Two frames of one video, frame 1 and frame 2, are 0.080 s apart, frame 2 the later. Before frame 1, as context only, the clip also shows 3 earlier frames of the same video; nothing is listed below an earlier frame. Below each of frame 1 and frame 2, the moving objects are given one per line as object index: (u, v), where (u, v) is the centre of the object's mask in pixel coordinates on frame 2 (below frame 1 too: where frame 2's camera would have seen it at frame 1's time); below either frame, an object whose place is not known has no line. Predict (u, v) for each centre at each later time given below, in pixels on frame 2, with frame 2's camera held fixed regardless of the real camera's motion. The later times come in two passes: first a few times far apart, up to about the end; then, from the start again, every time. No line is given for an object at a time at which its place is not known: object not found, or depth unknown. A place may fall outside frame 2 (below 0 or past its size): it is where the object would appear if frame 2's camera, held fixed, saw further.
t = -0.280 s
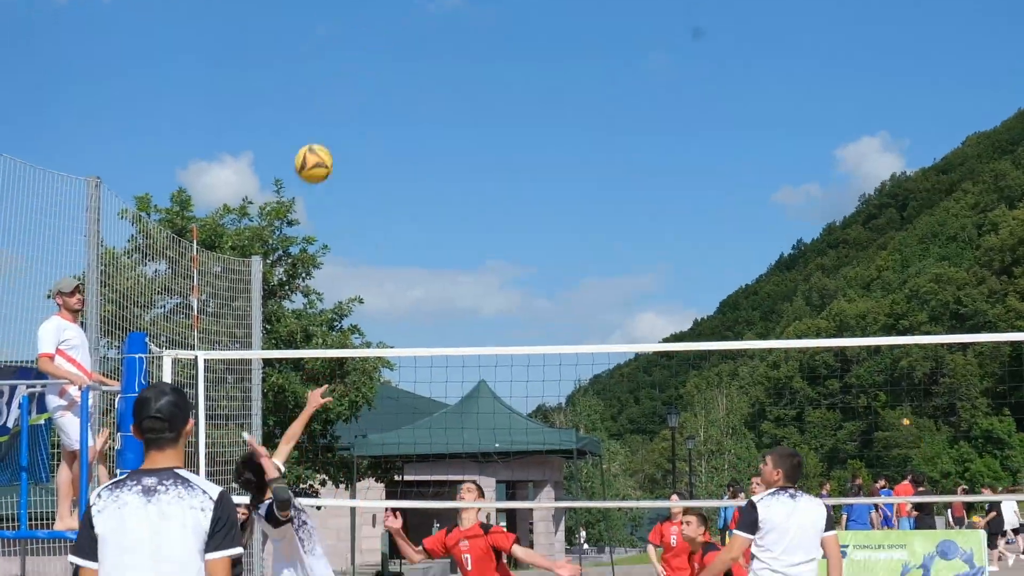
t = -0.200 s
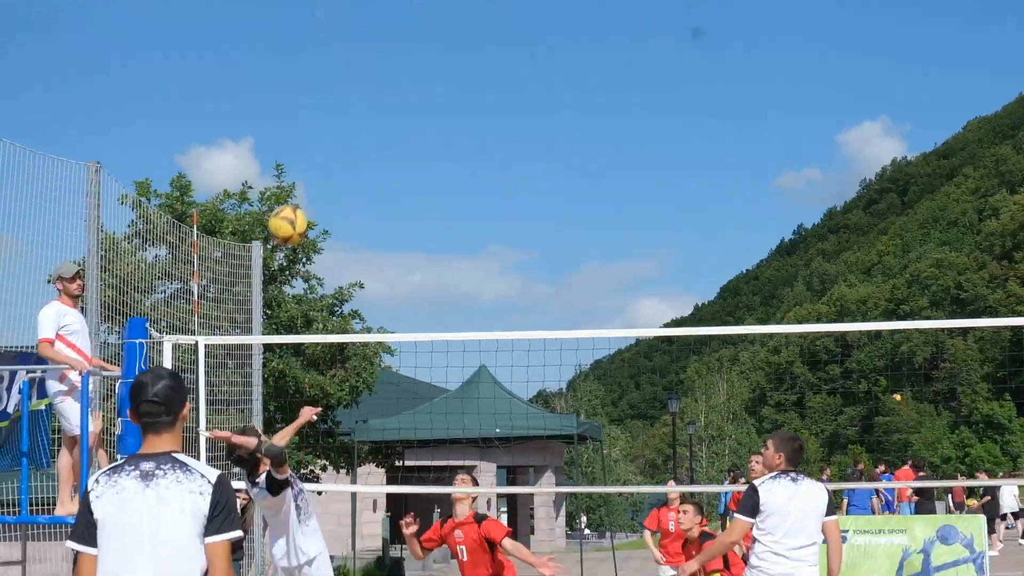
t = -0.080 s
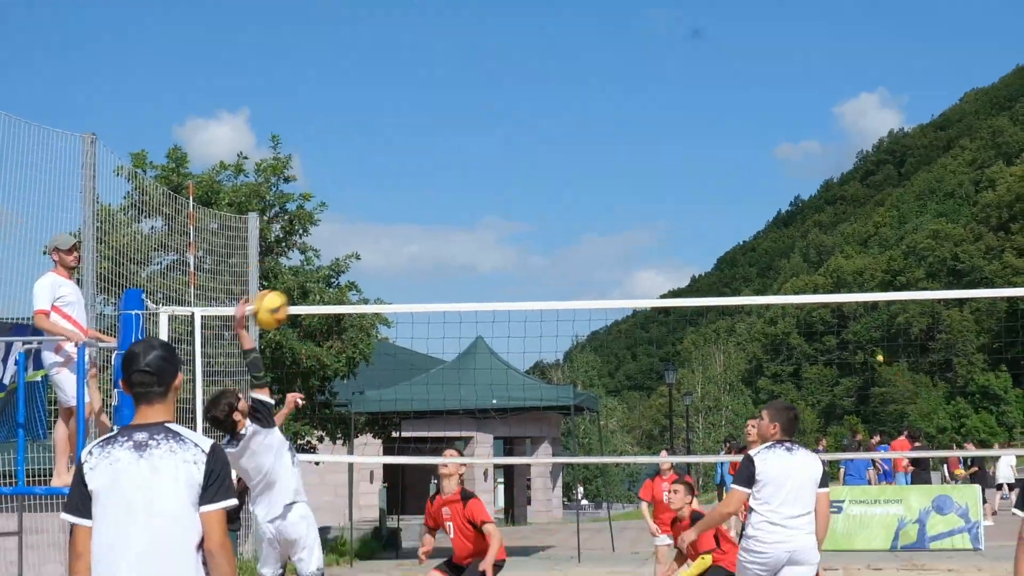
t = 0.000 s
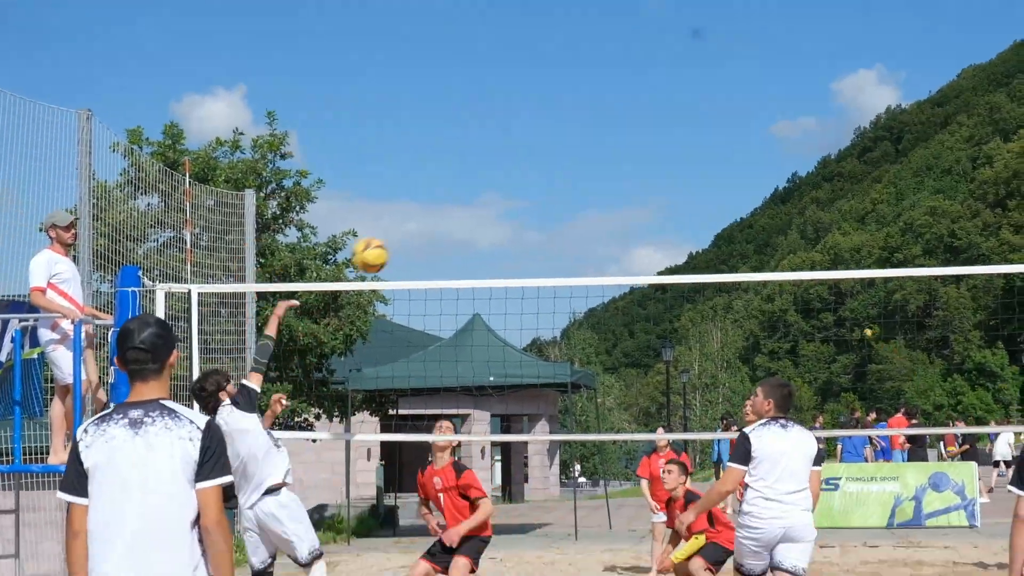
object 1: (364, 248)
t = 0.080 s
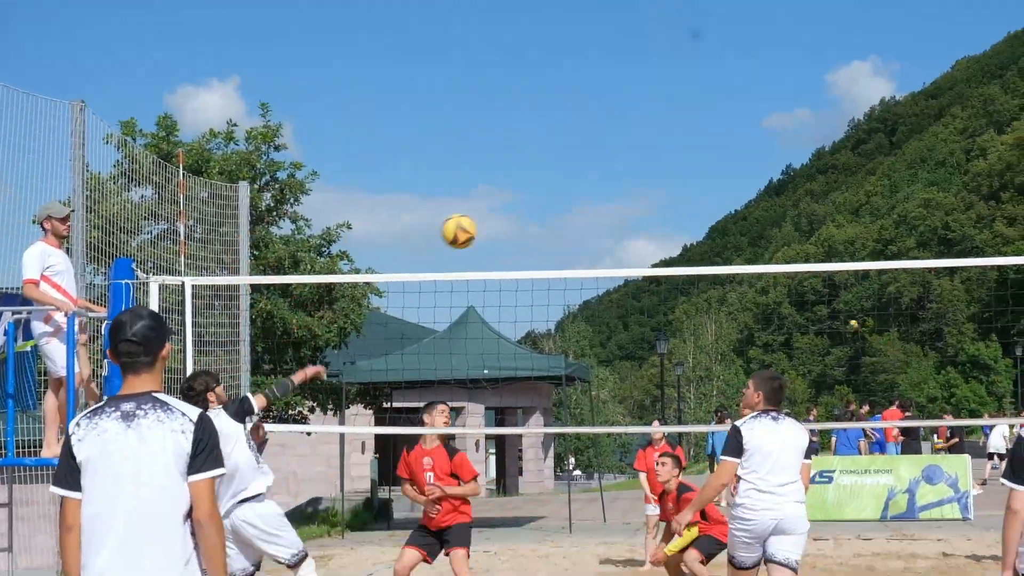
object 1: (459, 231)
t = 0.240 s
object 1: (622, 236)
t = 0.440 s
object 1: (787, 296)
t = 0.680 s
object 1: (954, 433)
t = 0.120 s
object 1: (503, 228)
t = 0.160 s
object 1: (545, 228)
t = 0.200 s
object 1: (584, 231)
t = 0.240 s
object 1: (622, 236)
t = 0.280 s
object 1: (658, 244)
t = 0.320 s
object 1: (693, 253)
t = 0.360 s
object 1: (725, 264)
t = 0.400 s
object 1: (758, 283)
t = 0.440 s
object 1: (787, 296)
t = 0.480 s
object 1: (816, 314)
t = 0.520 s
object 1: (845, 332)
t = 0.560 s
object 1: (873, 353)
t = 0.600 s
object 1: (900, 376)
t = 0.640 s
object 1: (926, 401)
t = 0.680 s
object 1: (954, 433)
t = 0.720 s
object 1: (977, 455)
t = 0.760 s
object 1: (1002, 486)
